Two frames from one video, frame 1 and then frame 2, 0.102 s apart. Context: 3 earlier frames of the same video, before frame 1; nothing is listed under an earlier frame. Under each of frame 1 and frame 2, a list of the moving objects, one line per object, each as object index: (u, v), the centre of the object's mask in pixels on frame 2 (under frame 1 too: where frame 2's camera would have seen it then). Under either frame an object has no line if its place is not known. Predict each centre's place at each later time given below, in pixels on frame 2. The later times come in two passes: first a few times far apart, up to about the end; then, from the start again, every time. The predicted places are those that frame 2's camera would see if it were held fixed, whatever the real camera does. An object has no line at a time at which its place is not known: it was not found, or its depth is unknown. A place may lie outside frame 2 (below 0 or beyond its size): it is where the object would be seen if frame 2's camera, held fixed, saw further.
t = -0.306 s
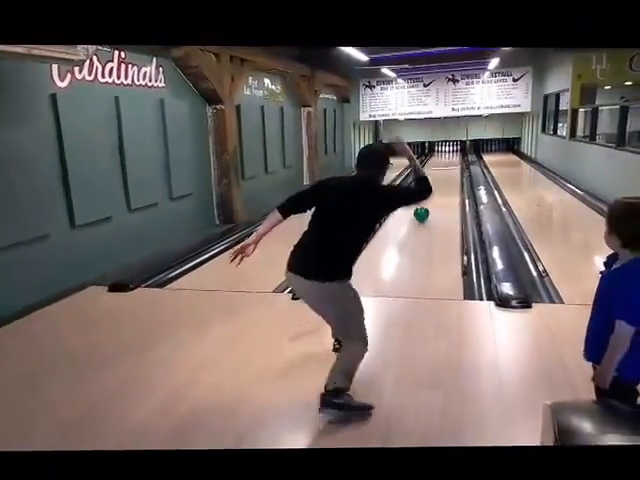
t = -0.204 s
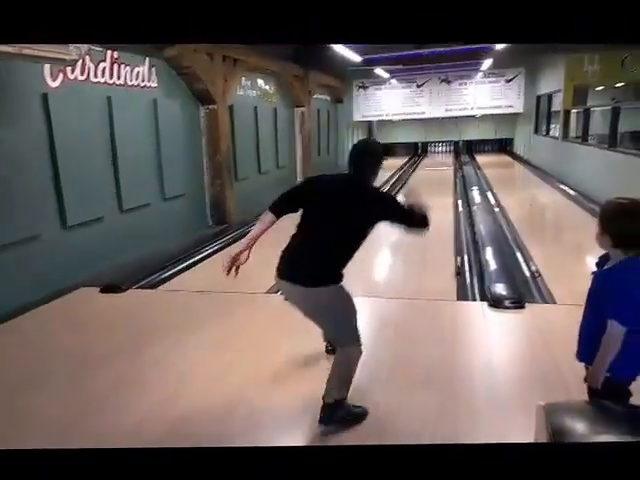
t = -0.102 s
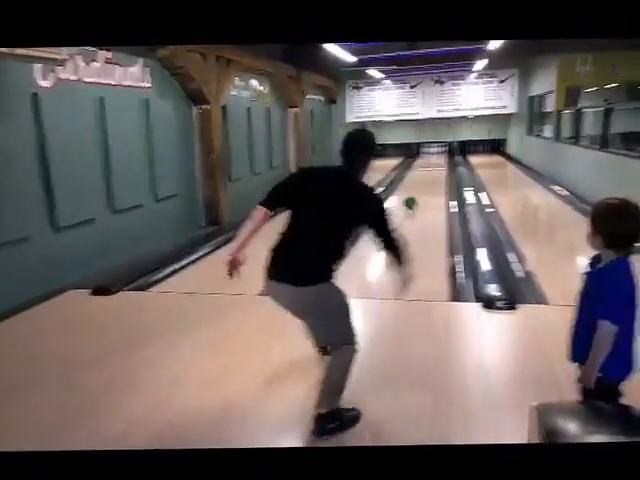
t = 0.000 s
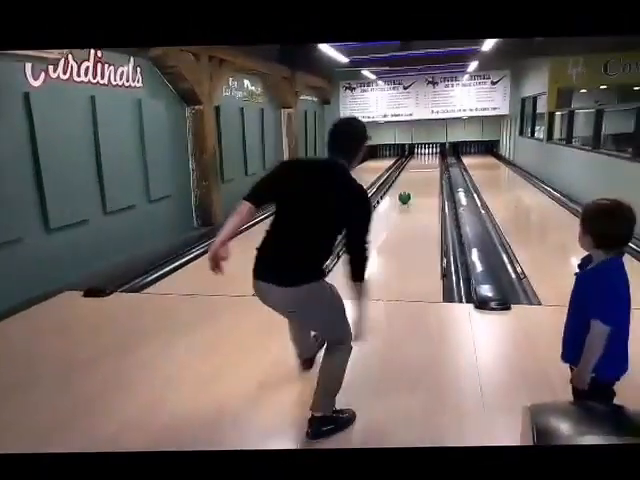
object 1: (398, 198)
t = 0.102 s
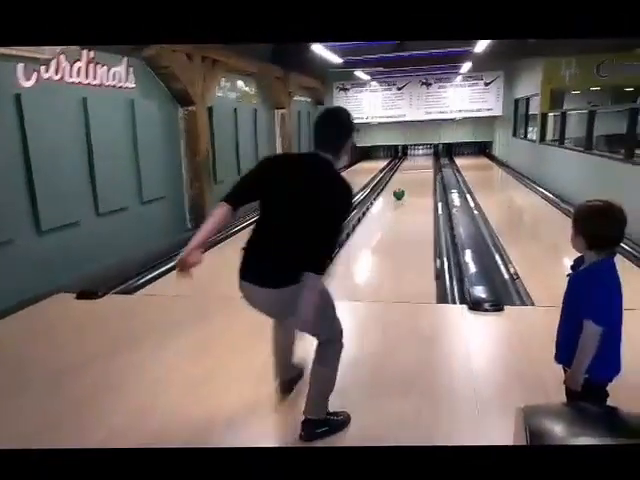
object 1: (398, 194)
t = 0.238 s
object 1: (400, 189)
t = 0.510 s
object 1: (401, 179)
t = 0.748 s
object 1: (403, 173)
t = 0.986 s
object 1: (404, 168)
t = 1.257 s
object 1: (406, 162)
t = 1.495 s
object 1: (408, 158)
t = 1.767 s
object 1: (410, 157)
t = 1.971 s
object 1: (412, 155)
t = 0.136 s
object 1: (398, 193)
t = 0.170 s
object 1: (399, 191)
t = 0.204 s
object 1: (399, 190)
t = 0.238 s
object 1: (400, 189)
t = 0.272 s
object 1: (400, 187)
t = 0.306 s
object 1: (400, 186)
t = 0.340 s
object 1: (400, 184)
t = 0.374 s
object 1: (400, 184)
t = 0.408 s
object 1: (401, 182)
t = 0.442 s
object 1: (401, 181)
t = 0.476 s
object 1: (401, 180)
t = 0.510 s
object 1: (401, 179)
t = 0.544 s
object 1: (402, 178)
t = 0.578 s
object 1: (402, 177)
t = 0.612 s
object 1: (402, 176)
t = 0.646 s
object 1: (402, 176)
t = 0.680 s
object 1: (403, 175)
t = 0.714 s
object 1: (403, 174)
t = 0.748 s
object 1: (403, 173)
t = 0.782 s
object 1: (403, 172)
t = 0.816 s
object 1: (404, 171)
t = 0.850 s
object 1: (404, 170)
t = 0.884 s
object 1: (404, 170)
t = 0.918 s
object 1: (405, 169)
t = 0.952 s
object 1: (405, 169)
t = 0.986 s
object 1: (404, 168)
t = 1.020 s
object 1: (404, 167)
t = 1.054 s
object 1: (405, 166)
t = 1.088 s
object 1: (405, 166)
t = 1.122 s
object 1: (405, 166)
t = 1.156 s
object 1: (405, 166)
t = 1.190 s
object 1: (406, 164)
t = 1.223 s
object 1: (406, 163)
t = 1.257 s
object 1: (406, 162)
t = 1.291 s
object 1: (406, 162)
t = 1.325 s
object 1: (406, 161)
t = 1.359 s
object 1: (406, 161)
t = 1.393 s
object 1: (407, 160)
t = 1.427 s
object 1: (407, 159)
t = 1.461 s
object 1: (408, 159)
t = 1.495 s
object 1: (408, 158)
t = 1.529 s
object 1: (408, 159)
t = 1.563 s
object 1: (408, 158)
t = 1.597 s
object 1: (408, 158)
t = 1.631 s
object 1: (409, 158)
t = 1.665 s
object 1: (409, 157)
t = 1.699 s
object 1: (409, 157)
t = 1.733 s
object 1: (409, 157)
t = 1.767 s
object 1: (410, 157)
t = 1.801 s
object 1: (409, 156)
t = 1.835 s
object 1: (410, 156)
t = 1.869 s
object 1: (410, 156)
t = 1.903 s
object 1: (411, 155)
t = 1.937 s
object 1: (411, 155)
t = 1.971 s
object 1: (412, 155)
